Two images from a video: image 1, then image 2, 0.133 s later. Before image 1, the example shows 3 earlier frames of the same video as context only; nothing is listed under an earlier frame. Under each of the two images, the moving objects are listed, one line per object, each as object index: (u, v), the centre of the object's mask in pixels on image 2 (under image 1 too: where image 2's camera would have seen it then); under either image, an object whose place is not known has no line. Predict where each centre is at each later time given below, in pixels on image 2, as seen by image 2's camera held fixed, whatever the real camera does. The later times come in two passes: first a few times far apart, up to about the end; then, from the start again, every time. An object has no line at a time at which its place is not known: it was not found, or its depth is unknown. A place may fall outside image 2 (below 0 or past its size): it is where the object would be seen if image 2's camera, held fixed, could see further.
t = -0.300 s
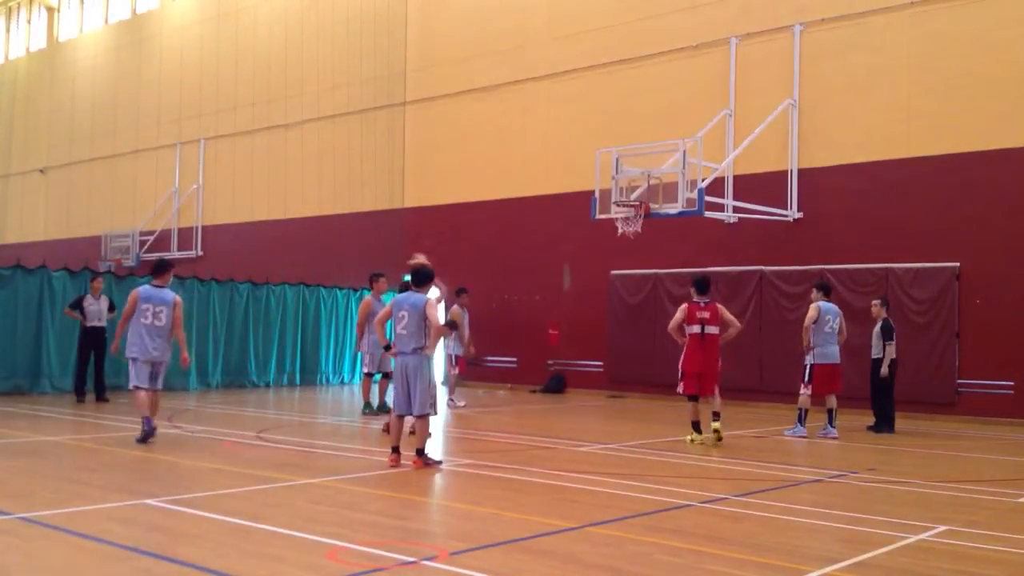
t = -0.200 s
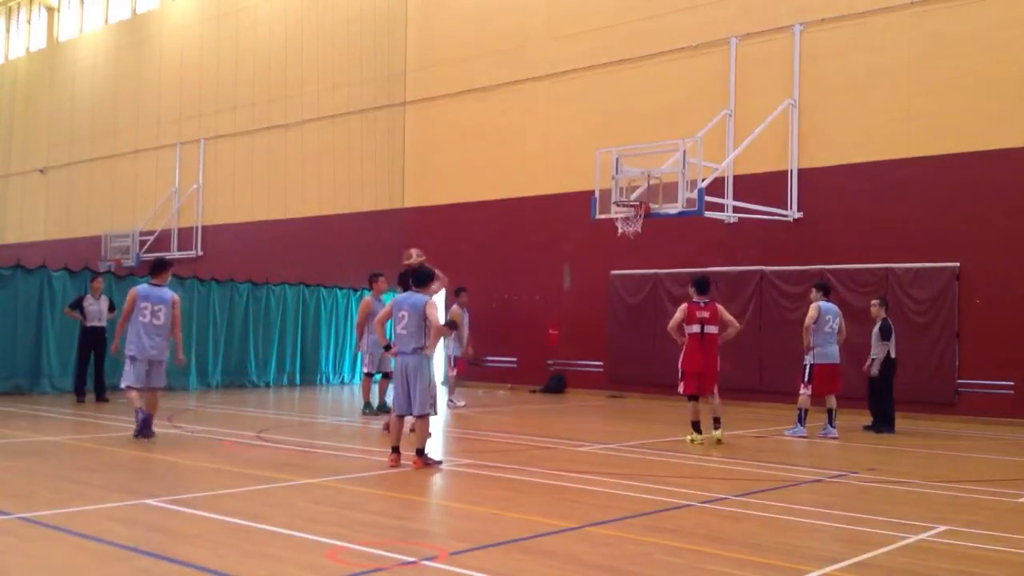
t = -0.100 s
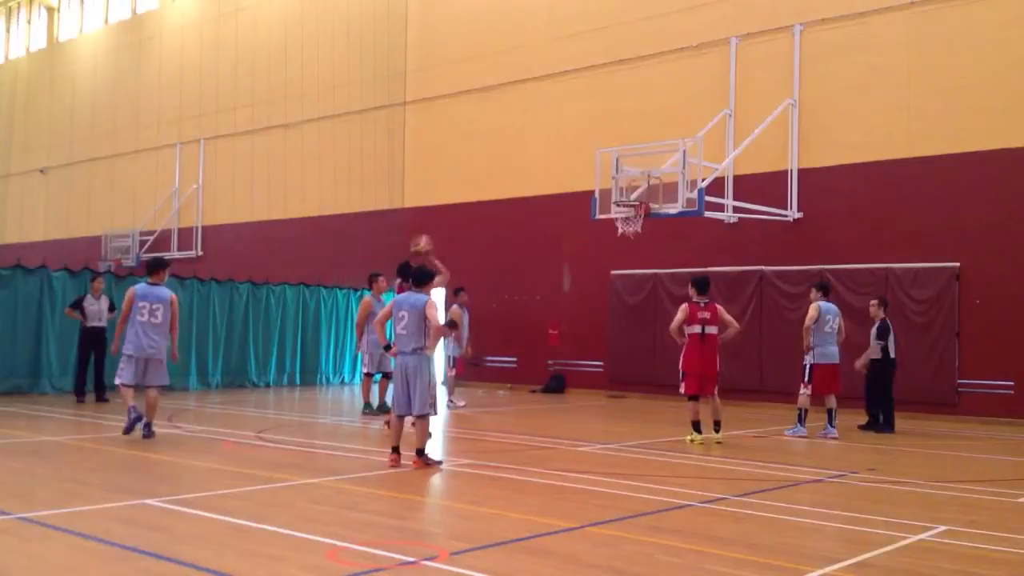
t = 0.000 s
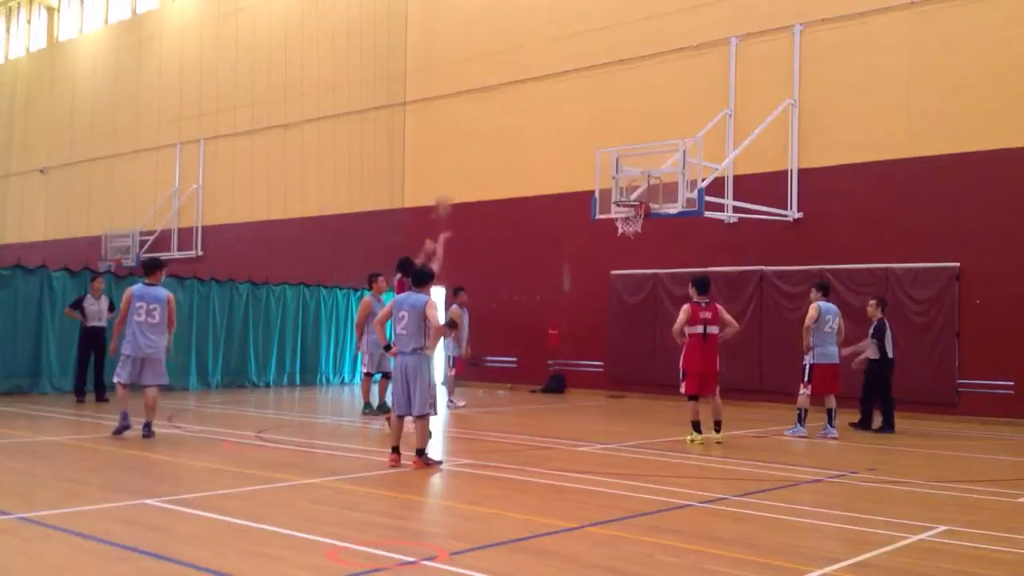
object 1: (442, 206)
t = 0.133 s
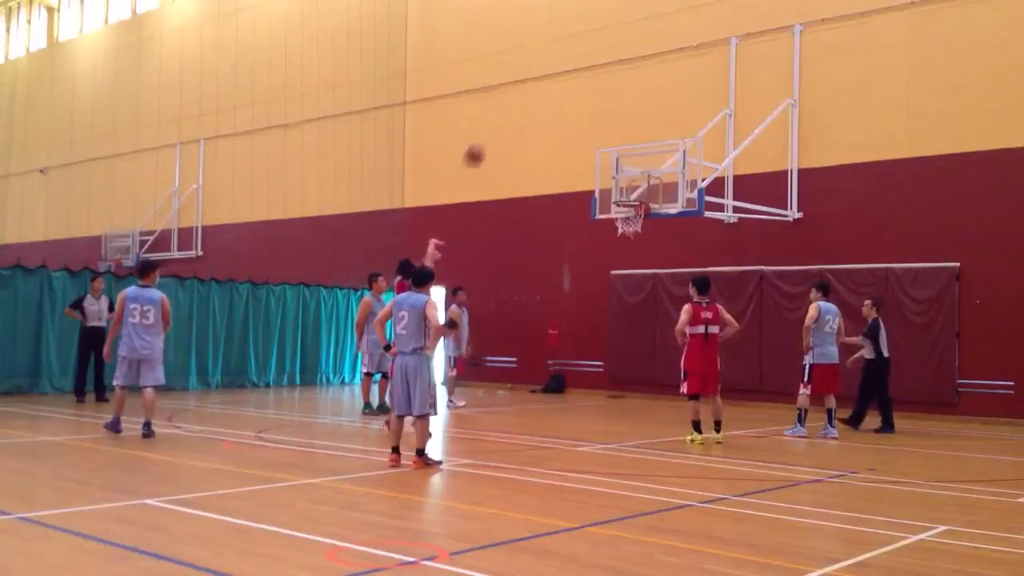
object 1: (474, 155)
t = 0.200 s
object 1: (490, 135)
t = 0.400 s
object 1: (531, 102)
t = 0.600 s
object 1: (567, 101)
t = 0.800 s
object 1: (599, 127)
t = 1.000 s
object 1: (627, 176)
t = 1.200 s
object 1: (614, 168)
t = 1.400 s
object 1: (579, 143)
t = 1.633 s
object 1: (535, 149)
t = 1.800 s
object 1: (503, 177)
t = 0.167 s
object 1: (482, 144)
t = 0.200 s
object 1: (490, 135)
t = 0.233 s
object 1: (497, 127)
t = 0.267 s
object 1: (504, 121)
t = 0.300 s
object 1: (511, 114)
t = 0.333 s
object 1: (518, 109)
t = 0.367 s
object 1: (525, 106)
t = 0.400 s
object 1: (531, 102)
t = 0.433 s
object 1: (538, 99)
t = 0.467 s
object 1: (544, 98)
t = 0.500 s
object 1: (550, 97)
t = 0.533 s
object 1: (556, 98)
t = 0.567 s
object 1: (562, 99)
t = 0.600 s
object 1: (567, 101)
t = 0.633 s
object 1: (573, 104)
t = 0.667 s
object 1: (579, 107)
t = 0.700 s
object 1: (584, 111)
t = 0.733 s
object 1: (590, 115)
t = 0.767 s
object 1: (594, 121)
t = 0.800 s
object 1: (599, 127)
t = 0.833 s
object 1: (604, 135)
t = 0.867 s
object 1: (610, 142)
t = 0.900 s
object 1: (614, 149)
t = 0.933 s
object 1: (619, 157)
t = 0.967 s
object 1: (624, 165)
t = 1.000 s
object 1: (627, 176)
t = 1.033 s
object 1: (632, 187)
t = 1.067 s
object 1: (634, 195)
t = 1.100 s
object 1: (631, 190)
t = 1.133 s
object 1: (626, 182)
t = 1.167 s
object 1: (619, 173)
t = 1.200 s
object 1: (614, 168)
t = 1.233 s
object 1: (607, 162)
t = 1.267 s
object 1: (602, 157)
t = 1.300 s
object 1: (597, 152)
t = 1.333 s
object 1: (591, 148)
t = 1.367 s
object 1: (585, 145)
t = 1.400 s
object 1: (579, 143)
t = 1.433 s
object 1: (573, 142)
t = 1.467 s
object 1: (566, 141)
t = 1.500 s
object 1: (560, 140)
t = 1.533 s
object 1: (554, 141)
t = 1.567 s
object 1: (548, 142)
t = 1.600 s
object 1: (541, 145)
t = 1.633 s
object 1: (535, 149)
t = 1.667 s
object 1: (529, 153)
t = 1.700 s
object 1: (522, 157)
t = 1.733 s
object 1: (515, 164)
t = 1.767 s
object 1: (509, 170)
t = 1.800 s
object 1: (503, 177)
